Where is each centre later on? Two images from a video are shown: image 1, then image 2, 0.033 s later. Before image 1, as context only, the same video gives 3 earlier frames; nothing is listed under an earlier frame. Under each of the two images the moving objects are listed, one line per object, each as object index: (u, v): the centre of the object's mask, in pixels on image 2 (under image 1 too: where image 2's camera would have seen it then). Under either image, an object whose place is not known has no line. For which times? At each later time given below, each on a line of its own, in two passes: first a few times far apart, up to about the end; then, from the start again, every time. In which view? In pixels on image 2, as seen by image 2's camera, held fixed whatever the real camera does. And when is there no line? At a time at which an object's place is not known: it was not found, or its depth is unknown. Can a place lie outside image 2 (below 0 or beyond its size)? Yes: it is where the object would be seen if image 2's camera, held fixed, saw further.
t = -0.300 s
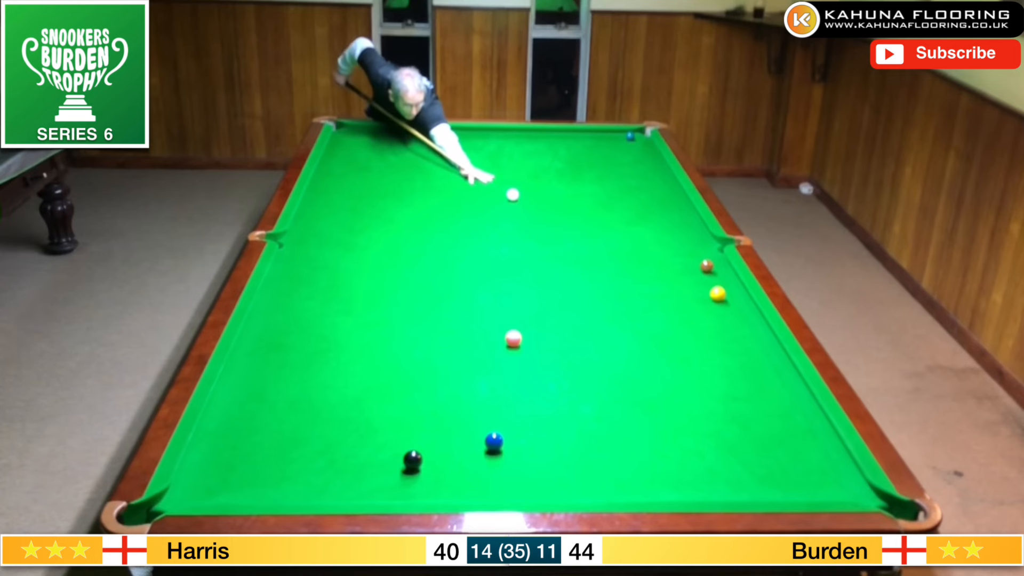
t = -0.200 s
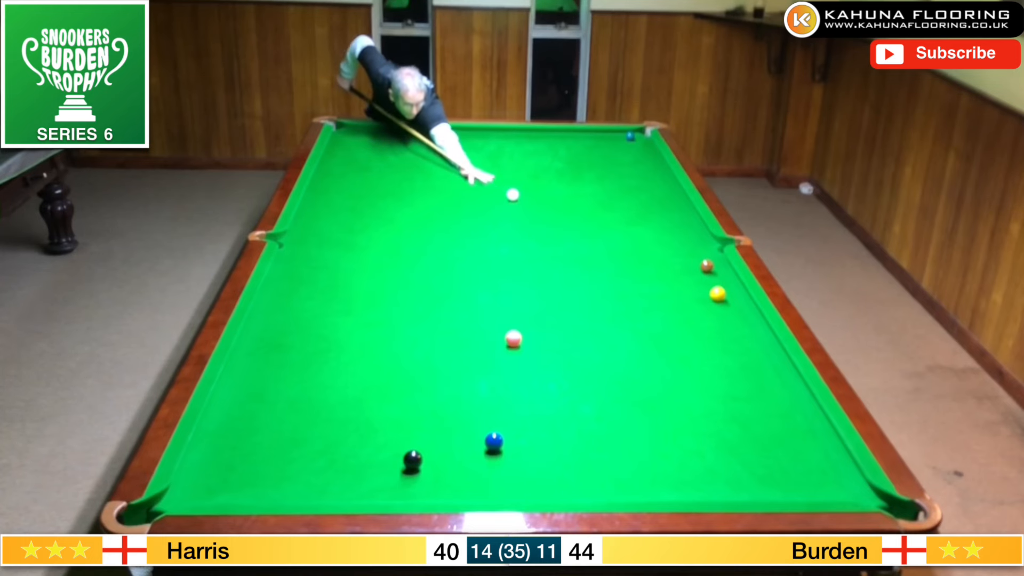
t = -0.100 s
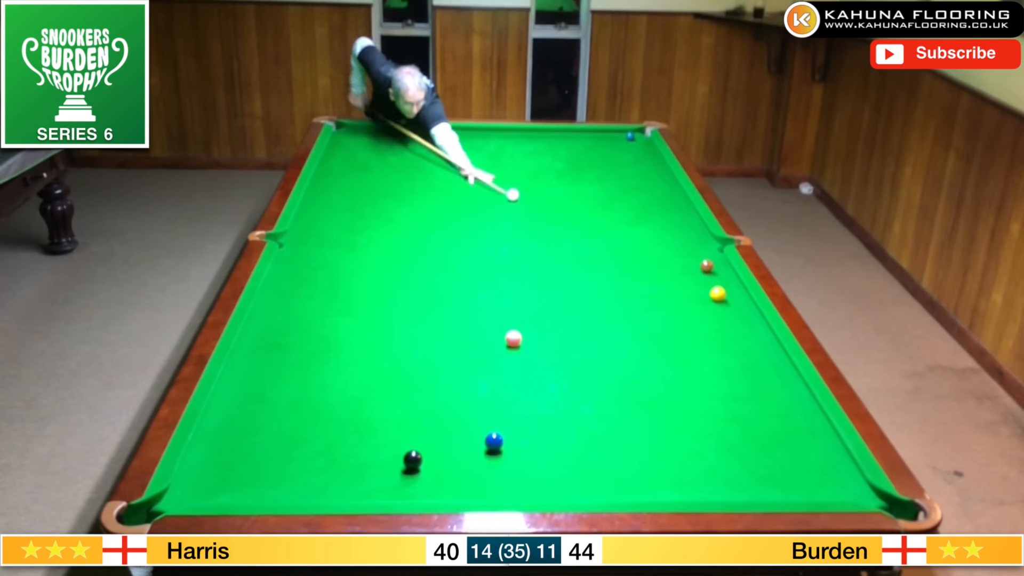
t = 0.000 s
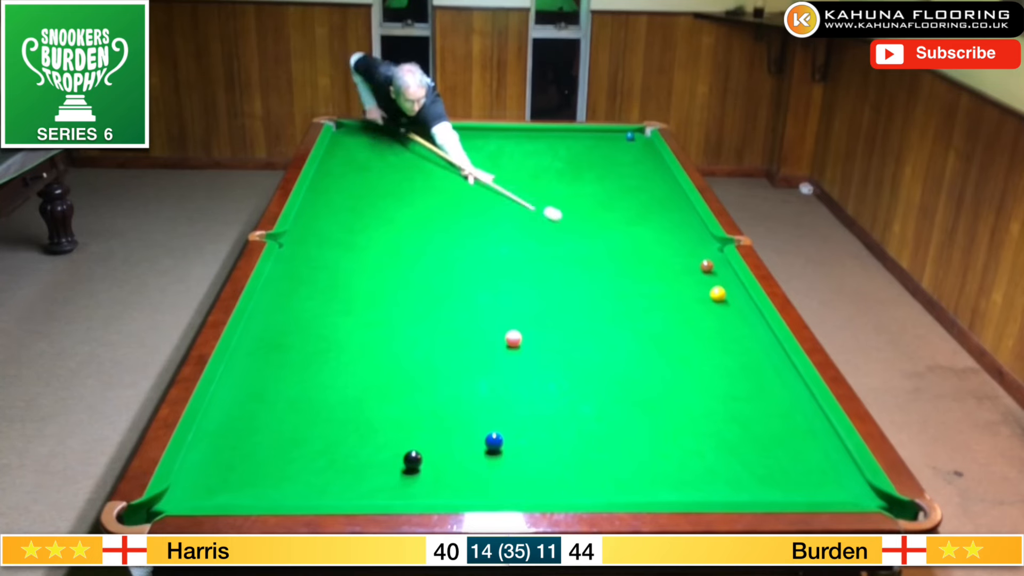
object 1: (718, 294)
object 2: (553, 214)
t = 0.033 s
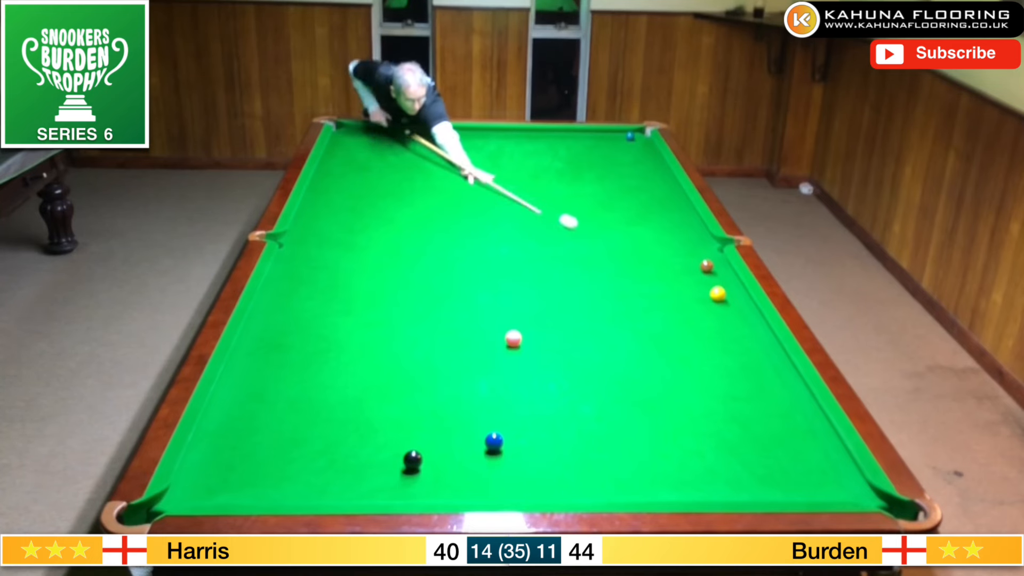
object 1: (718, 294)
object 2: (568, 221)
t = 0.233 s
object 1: (718, 294)
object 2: (668, 269)
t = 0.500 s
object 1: (737, 334)
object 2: (717, 290)
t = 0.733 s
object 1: (704, 371)
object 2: (726, 291)
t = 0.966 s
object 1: (667, 413)
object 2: (734, 291)
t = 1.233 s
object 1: (619, 469)
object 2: (741, 292)
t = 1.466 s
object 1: (560, 479)
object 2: (739, 293)
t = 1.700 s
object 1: (505, 450)
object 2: (738, 293)
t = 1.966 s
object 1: (486, 444)
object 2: (738, 293)
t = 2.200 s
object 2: (739, 293)
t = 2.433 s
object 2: (739, 293)
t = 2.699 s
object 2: (739, 293)
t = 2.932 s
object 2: (739, 293)
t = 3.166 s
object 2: (738, 293)
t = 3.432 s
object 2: (739, 293)
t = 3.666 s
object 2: (739, 293)
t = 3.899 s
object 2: (738, 293)
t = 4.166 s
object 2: (738, 293)
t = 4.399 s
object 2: (739, 293)
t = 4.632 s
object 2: (738, 293)
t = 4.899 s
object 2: (739, 293)
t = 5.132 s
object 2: (739, 293)
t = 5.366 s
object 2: (738, 293)
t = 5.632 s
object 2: (738, 293)
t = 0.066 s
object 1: (718, 294)
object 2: (584, 229)
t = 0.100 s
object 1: (718, 294)
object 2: (601, 237)
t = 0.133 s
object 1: (718, 294)
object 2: (617, 245)
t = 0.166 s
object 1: (718, 294)
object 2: (634, 253)
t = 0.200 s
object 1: (718, 294)
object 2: (651, 261)
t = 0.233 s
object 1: (718, 294)
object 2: (668, 269)
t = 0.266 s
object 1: (718, 294)
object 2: (685, 277)
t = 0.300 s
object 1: (718, 294)
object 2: (702, 285)
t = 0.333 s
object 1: (729, 299)
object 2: (709, 289)
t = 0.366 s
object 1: (745, 308)
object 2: (711, 289)
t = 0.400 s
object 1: (753, 316)
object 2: (712, 289)
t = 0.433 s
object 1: (748, 322)
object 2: (714, 289)
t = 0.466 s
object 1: (743, 328)
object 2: (715, 289)
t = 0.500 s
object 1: (737, 334)
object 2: (717, 290)
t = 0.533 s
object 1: (732, 339)
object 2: (718, 290)
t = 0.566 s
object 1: (727, 344)
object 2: (719, 290)
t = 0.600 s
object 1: (723, 350)
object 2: (721, 290)
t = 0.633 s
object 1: (718, 355)
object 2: (722, 290)
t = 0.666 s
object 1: (714, 360)
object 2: (723, 290)
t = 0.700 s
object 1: (709, 366)
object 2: (725, 290)
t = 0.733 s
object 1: (704, 371)
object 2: (726, 291)
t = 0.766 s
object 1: (699, 377)
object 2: (727, 291)
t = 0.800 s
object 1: (694, 382)
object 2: (728, 291)
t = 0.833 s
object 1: (689, 388)
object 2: (729, 291)
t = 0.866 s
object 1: (684, 394)
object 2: (731, 291)
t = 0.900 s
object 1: (678, 401)
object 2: (732, 291)
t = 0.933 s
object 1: (673, 407)
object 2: (733, 291)
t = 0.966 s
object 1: (667, 413)
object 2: (734, 291)
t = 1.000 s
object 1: (662, 420)
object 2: (735, 292)
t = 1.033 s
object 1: (656, 426)
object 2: (736, 292)
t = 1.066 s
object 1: (650, 433)
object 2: (737, 292)
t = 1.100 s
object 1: (644, 440)
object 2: (738, 292)
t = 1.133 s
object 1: (638, 447)
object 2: (739, 292)
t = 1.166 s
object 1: (632, 454)
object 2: (740, 292)
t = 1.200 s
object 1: (625, 461)
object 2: (740, 292)
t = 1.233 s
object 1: (619, 469)
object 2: (741, 292)
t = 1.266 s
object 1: (612, 476)
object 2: (741, 293)
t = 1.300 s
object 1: (605, 484)
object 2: (741, 293)
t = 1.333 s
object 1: (598, 490)
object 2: (740, 293)
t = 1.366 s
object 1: (590, 493)
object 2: (740, 293)
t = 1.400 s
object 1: (579, 489)
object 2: (740, 293)
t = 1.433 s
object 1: (570, 484)
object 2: (739, 293)
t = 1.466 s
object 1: (560, 479)
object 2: (739, 293)
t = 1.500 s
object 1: (551, 474)
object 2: (739, 293)
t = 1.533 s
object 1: (542, 469)
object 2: (739, 293)
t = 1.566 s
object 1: (533, 464)
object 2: (739, 293)
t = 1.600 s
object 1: (524, 459)
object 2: (738, 293)
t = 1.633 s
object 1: (515, 455)
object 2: (738, 293)
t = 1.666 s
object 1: (507, 451)
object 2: (738, 293)
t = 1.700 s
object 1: (505, 450)
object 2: (738, 293)
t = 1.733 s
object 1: (504, 450)
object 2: (738, 293)
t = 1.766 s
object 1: (501, 449)
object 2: (738, 293)
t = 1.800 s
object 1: (499, 448)
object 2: (738, 293)
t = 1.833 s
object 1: (496, 447)
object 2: (738, 293)
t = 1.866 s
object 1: (493, 446)
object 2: (738, 293)
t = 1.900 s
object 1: (491, 445)
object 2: (738, 293)
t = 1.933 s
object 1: (488, 445)
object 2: (738, 293)
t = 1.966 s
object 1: (486, 444)
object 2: (738, 293)
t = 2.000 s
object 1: (483, 443)
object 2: (738, 293)
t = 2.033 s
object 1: (481, 442)
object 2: (738, 293)
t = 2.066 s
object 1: (479, 441)
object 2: (738, 293)
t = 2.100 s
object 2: (738, 293)
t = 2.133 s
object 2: (738, 293)
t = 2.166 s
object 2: (739, 293)
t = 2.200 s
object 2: (739, 293)
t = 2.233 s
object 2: (739, 293)
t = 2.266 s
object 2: (739, 293)
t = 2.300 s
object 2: (739, 293)
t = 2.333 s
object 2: (739, 293)
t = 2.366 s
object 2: (739, 293)
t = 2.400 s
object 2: (739, 293)
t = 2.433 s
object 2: (739, 293)
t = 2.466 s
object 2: (739, 293)
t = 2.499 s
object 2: (739, 293)
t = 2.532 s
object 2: (739, 293)
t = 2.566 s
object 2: (739, 293)
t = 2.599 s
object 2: (739, 293)
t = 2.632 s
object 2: (739, 293)
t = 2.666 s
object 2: (739, 293)
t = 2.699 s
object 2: (739, 293)
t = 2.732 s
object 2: (739, 293)
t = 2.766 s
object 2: (739, 293)
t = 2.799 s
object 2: (739, 293)
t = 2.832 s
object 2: (739, 293)
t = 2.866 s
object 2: (739, 293)
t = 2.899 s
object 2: (739, 293)
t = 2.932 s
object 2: (739, 293)
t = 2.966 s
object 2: (739, 293)
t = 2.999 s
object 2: (739, 293)
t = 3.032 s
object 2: (739, 293)
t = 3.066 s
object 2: (739, 293)
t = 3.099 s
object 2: (739, 293)
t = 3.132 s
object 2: (739, 293)
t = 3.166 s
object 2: (738, 293)
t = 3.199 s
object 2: (739, 293)
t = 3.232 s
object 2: (739, 293)
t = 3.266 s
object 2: (739, 293)
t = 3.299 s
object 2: (739, 293)
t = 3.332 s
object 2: (739, 293)
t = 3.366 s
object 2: (739, 293)
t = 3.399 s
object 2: (739, 293)
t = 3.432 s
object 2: (739, 293)
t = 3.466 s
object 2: (739, 293)
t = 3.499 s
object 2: (739, 293)
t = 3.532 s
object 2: (739, 293)
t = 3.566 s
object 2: (739, 293)
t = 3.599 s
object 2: (739, 293)
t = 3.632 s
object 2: (739, 293)
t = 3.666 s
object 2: (739, 293)
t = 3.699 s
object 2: (738, 293)
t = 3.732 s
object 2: (739, 293)
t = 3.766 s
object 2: (738, 293)
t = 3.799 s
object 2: (739, 293)
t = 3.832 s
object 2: (739, 293)
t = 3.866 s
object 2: (738, 293)
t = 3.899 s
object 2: (738, 293)
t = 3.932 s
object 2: (738, 293)
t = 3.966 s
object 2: (738, 293)
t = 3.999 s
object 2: (739, 293)
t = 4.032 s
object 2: (738, 293)
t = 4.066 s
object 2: (738, 293)
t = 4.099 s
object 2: (739, 293)
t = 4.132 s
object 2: (739, 293)
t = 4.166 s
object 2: (738, 293)
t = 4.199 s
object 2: (738, 293)
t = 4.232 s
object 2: (739, 293)
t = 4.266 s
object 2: (738, 293)
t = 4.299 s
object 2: (739, 293)
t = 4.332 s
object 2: (739, 293)
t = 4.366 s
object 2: (739, 293)
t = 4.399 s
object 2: (739, 293)
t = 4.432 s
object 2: (739, 293)
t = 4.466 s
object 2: (738, 293)
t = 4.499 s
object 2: (739, 293)
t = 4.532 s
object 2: (738, 293)
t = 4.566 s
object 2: (738, 293)
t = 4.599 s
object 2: (739, 293)
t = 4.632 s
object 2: (738, 293)
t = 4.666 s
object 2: (738, 293)
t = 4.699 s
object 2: (739, 293)
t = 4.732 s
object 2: (739, 293)
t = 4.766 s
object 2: (738, 293)
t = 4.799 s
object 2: (738, 293)
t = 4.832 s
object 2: (738, 293)
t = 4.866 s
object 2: (738, 293)
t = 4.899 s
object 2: (739, 293)
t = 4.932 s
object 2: (738, 293)
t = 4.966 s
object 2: (738, 293)
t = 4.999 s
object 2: (738, 293)
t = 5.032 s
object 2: (738, 293)
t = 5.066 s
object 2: (738, 293)
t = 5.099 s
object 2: (738, 293)
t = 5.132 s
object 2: (739, 293)
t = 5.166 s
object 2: (739, 293)
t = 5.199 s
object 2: (738, 293)
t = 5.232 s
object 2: (738, 293)
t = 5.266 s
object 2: (738, 293)
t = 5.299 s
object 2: (739, 293)
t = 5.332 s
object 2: (739, 293)
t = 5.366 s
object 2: (738, 293)
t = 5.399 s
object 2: (738, 293)
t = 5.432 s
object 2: (738, 293)
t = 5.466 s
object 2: (738, 293)
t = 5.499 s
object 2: (739, 293)
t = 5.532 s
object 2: (739, 293)
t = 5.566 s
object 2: (739, 293)
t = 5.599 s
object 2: (738, 293)
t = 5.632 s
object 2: (738, 293)
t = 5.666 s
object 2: (738, 293)
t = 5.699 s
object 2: (738, 293)
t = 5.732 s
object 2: (739, 293)
